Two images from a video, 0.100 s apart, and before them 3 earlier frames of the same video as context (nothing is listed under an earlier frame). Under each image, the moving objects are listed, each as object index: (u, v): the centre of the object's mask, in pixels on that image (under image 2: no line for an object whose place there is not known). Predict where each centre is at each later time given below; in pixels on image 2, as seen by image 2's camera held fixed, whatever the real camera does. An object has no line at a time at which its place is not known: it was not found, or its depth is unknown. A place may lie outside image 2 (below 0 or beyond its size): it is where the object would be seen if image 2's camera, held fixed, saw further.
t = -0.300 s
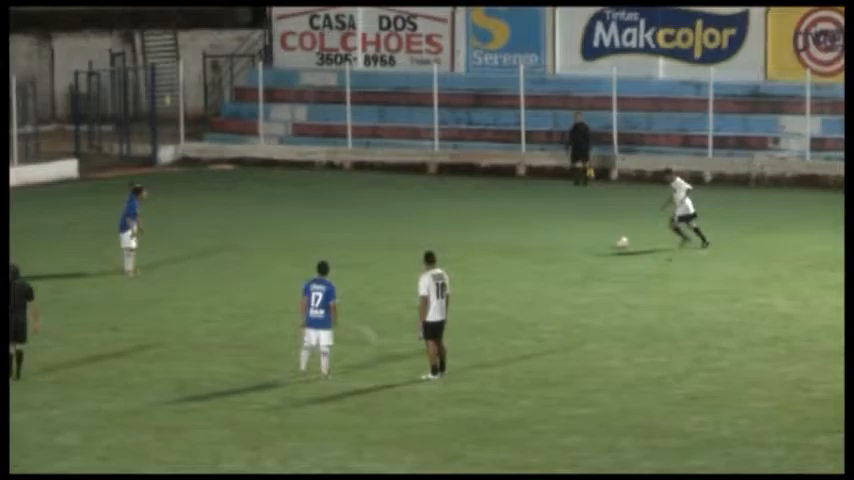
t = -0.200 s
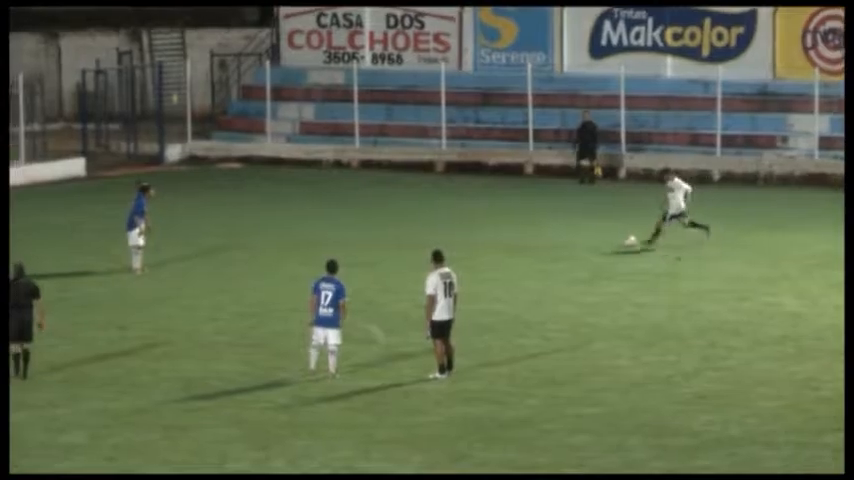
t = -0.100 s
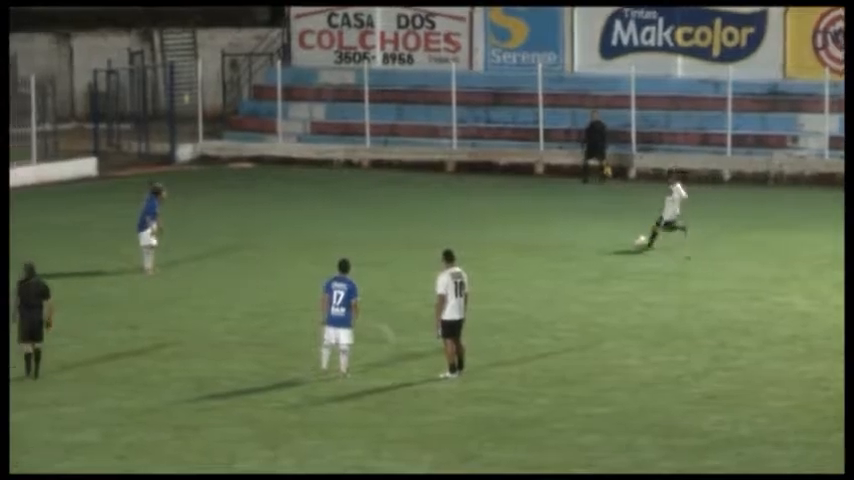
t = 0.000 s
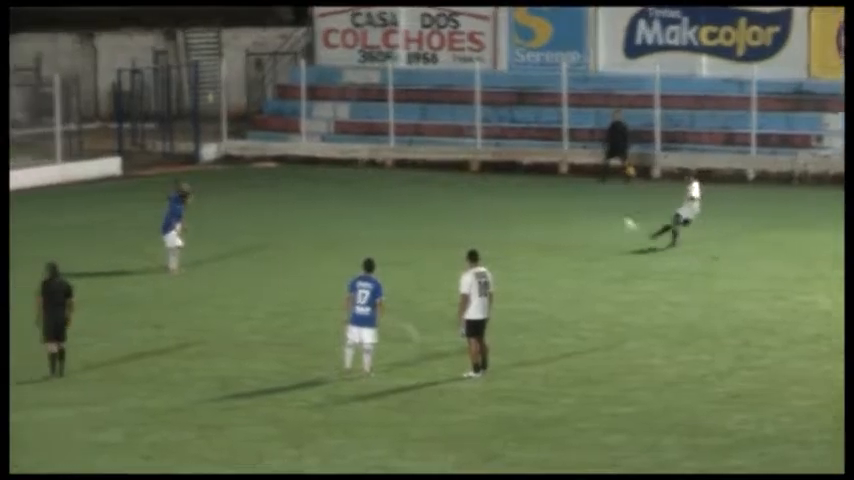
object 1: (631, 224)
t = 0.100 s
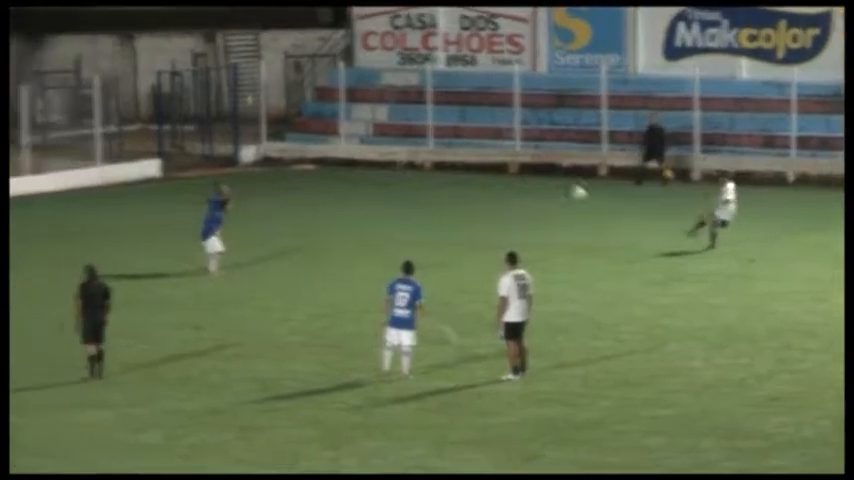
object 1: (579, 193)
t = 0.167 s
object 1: (520, 172)
